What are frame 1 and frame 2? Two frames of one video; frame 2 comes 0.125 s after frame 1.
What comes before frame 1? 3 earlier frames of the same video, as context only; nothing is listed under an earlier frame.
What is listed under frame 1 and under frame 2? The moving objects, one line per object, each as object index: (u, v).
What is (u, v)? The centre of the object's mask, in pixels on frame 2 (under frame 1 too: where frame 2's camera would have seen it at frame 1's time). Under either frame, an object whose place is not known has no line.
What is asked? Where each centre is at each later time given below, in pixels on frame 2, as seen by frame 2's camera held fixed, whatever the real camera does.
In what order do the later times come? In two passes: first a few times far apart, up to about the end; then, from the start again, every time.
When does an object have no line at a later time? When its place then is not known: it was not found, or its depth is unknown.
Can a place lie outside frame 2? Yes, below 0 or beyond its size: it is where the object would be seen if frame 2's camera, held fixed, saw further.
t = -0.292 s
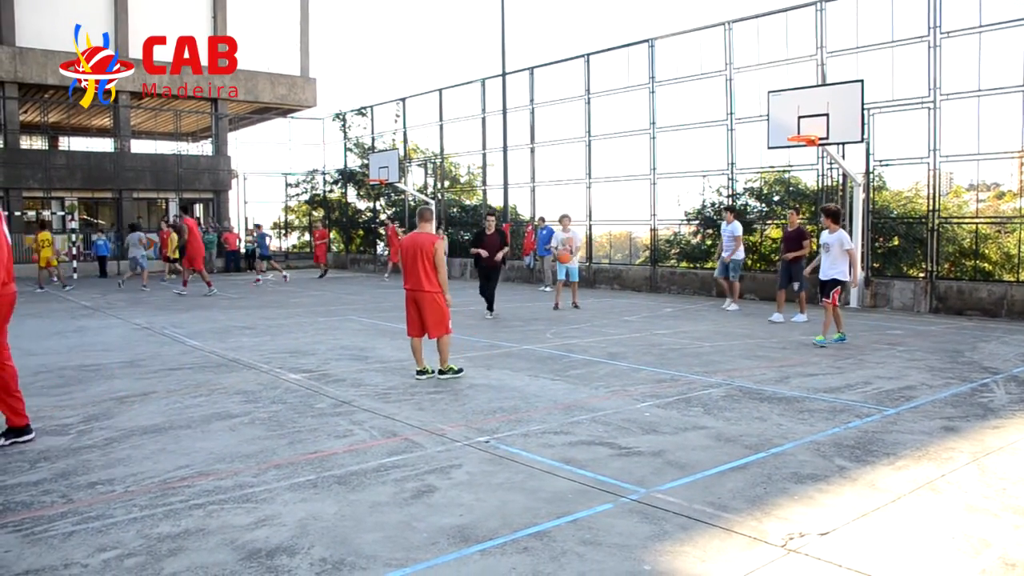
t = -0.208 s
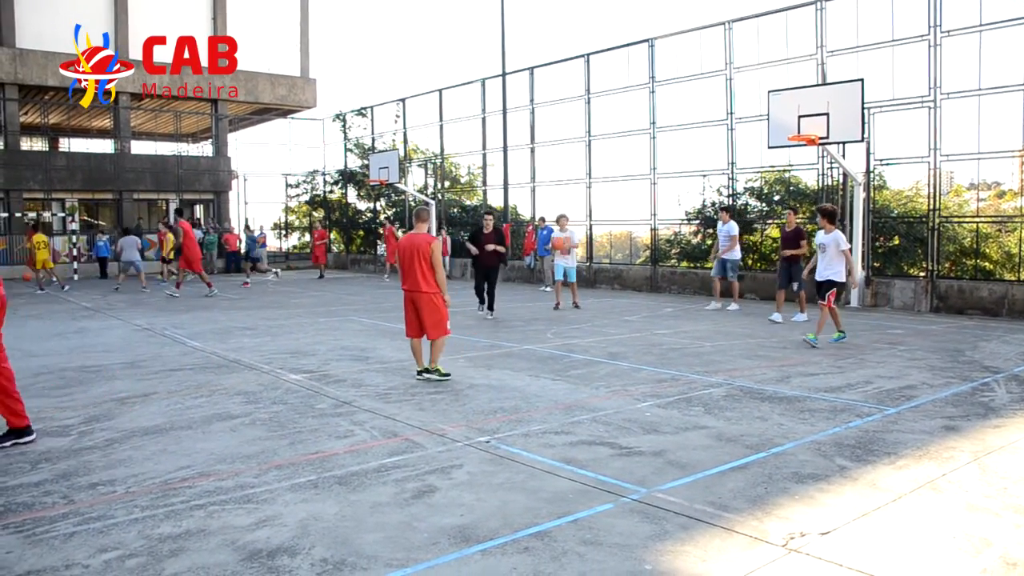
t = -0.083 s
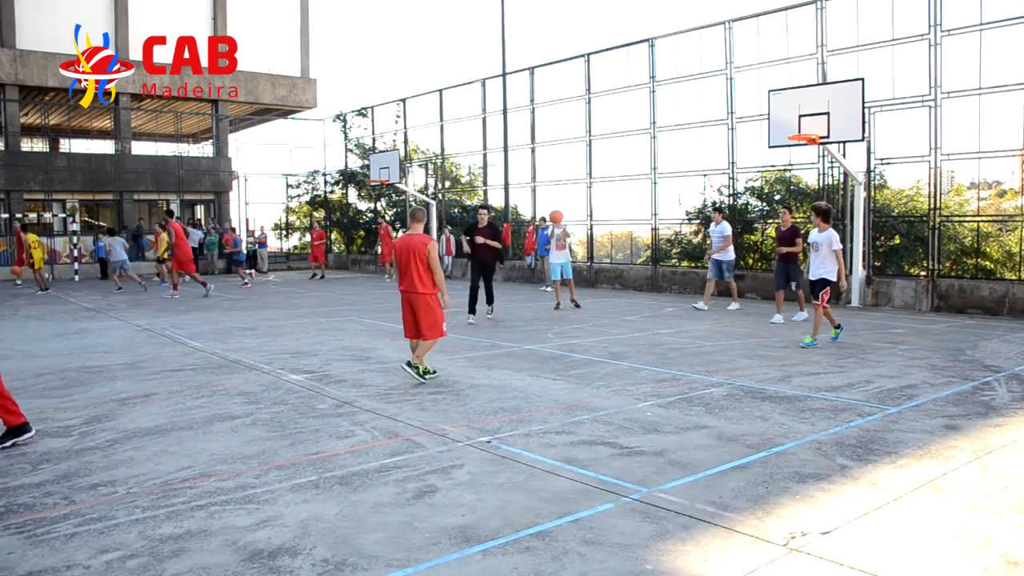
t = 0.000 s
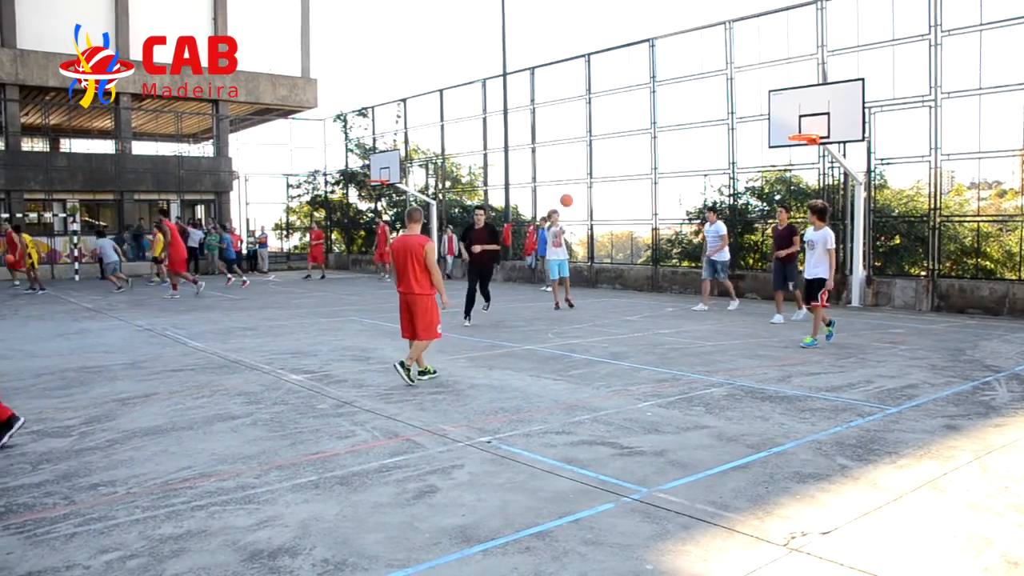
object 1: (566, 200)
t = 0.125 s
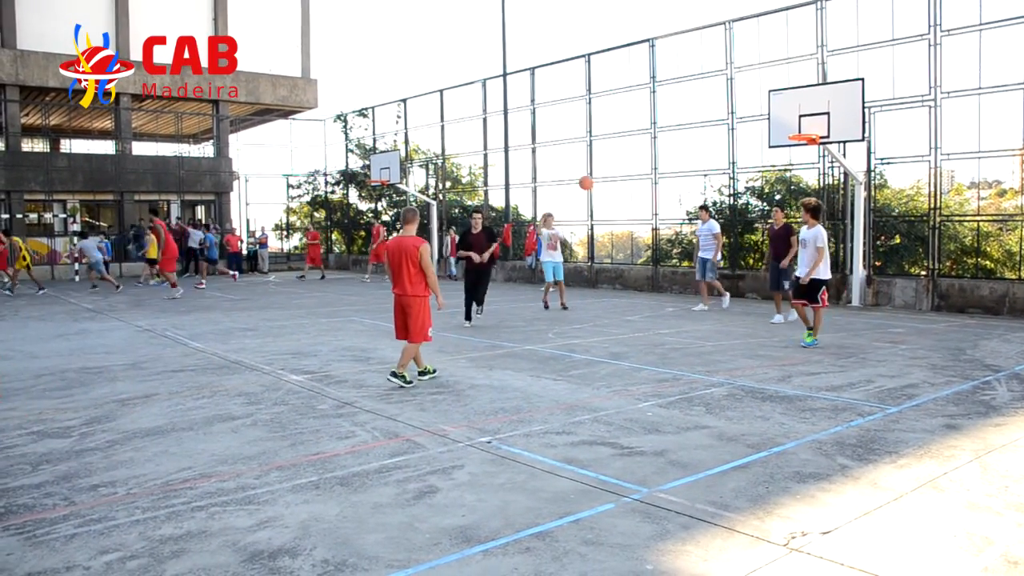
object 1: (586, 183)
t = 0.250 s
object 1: (607, 173)
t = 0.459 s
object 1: (649, 180)
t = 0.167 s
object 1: (592, 179)
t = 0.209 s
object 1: (599, 175)
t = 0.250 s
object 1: (607, 173)
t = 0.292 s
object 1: (615, 172)
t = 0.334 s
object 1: (623, 172)
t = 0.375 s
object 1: (631, 174)
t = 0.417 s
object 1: (640, 176)
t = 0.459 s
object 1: (649, 180)
